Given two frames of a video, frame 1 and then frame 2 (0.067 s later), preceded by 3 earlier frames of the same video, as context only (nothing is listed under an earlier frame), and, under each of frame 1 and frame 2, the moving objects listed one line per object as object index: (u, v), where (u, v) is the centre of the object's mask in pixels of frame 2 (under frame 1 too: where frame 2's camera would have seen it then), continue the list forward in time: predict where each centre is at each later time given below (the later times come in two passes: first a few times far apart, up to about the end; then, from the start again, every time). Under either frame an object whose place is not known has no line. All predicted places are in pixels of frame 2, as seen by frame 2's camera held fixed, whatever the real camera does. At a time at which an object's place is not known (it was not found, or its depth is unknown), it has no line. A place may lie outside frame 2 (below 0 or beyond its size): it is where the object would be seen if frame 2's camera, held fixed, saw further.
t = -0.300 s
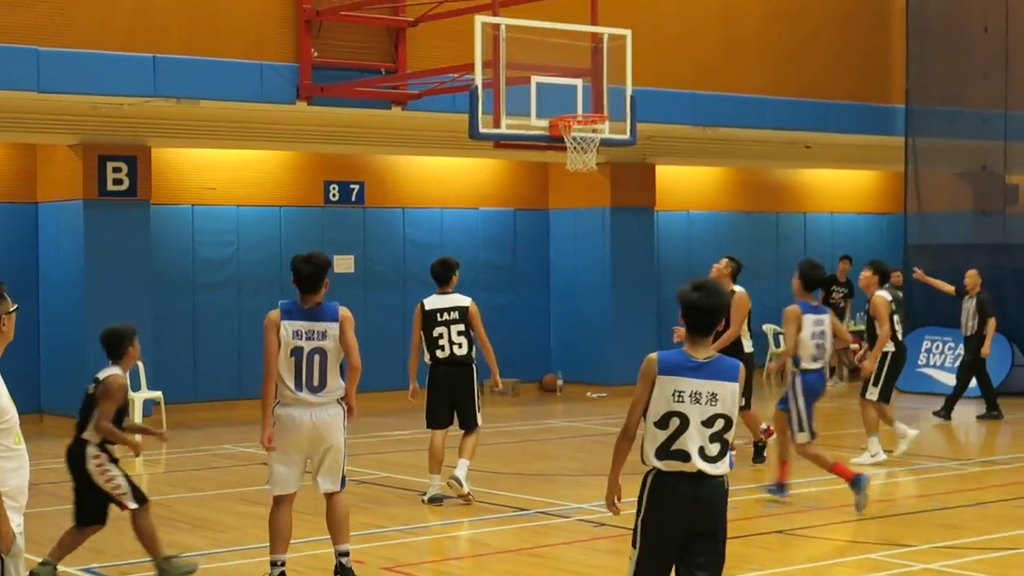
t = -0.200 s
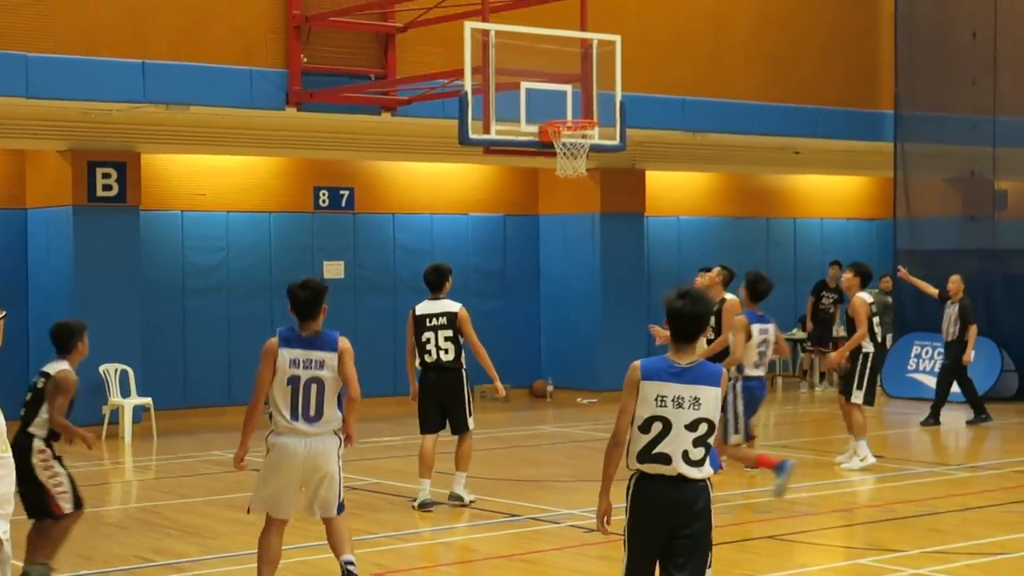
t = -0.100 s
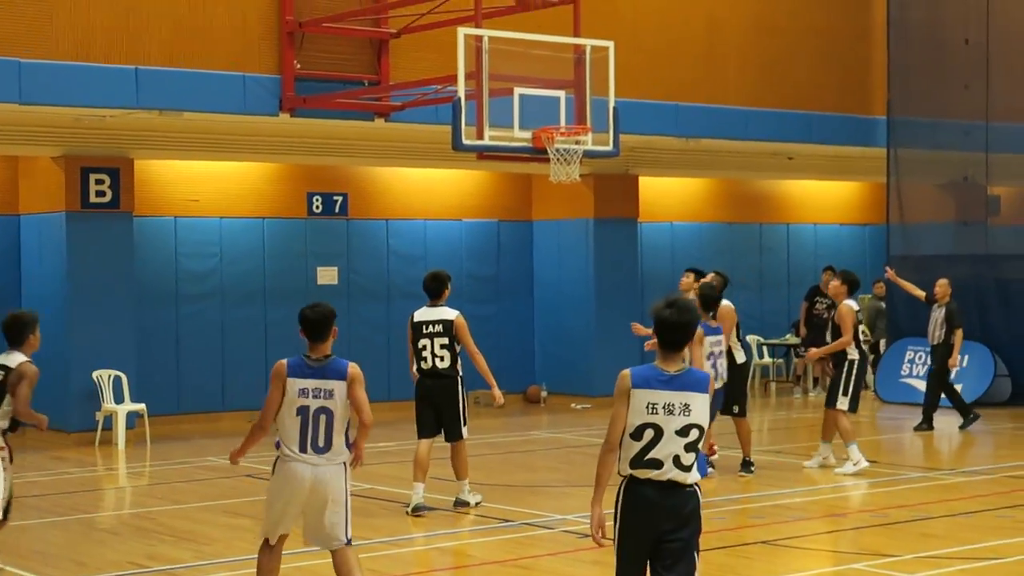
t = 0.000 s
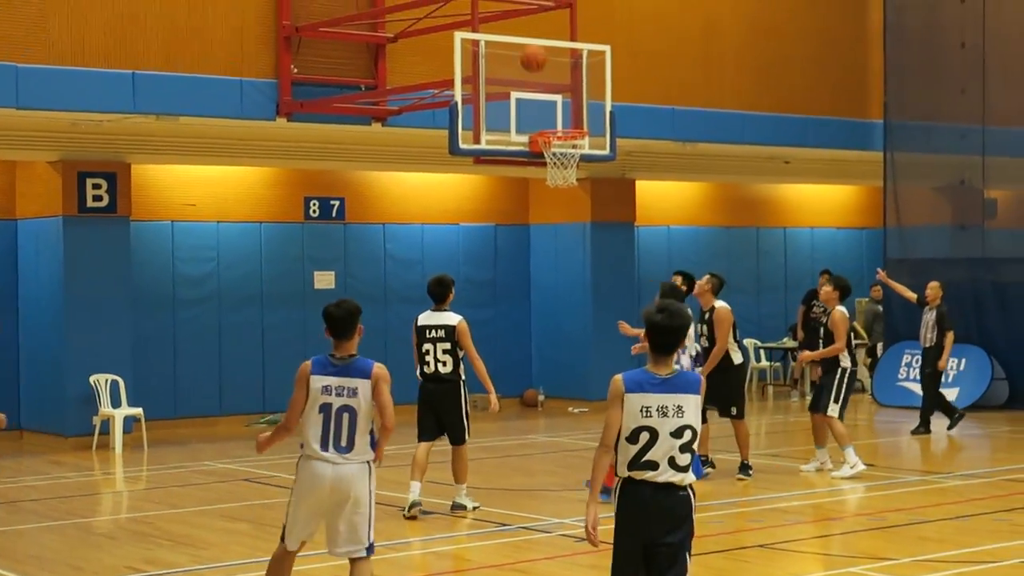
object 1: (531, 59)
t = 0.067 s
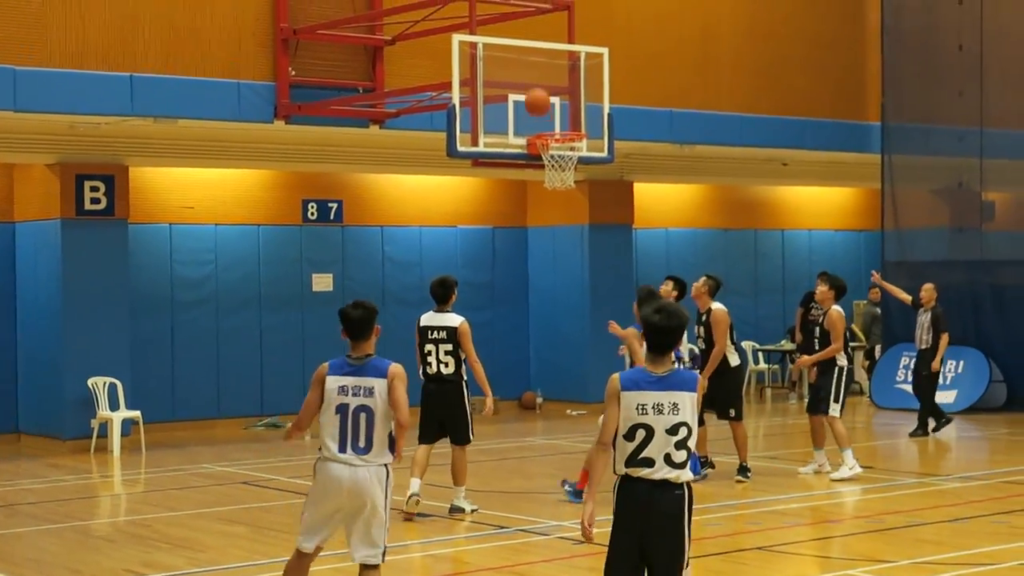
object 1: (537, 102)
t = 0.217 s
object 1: (525, 76)
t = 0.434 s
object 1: (506, 23)
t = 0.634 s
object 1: (504, 17)
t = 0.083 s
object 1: (538, 113)
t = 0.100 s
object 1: (539, 123)
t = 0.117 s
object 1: (538, 117)
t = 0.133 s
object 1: (536, 110)
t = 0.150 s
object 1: (534, 102)
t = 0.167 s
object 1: (532, 95)
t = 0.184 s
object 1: (530, 88)
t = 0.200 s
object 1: (528, 82)
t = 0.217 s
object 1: (525, 76)
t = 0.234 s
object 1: (523, 70)
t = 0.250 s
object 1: (521, 65)
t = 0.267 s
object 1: (519, 59)
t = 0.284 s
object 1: (517, 56)
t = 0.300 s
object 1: (515, 50)
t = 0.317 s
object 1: (513, 46)
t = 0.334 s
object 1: (511, 42)
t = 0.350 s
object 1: (509, 38)
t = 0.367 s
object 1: (507, 35)
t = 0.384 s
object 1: (507, 32)
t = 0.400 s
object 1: (506, 28)
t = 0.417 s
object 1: (506, 25)
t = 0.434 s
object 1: (506, 23)
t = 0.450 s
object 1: (506, 21)
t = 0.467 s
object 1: (506, 19)
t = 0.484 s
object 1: (506, 18)
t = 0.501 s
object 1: (506, 16)
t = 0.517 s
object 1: (505, 15)
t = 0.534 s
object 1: (506, 15)
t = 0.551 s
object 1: (505, 14)
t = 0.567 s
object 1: (505, 14)
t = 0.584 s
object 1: (505, 14)
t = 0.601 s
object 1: (505, 15)
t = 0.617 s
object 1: (505, 15)
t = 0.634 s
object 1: (504, 17)
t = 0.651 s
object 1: (504, 18)
